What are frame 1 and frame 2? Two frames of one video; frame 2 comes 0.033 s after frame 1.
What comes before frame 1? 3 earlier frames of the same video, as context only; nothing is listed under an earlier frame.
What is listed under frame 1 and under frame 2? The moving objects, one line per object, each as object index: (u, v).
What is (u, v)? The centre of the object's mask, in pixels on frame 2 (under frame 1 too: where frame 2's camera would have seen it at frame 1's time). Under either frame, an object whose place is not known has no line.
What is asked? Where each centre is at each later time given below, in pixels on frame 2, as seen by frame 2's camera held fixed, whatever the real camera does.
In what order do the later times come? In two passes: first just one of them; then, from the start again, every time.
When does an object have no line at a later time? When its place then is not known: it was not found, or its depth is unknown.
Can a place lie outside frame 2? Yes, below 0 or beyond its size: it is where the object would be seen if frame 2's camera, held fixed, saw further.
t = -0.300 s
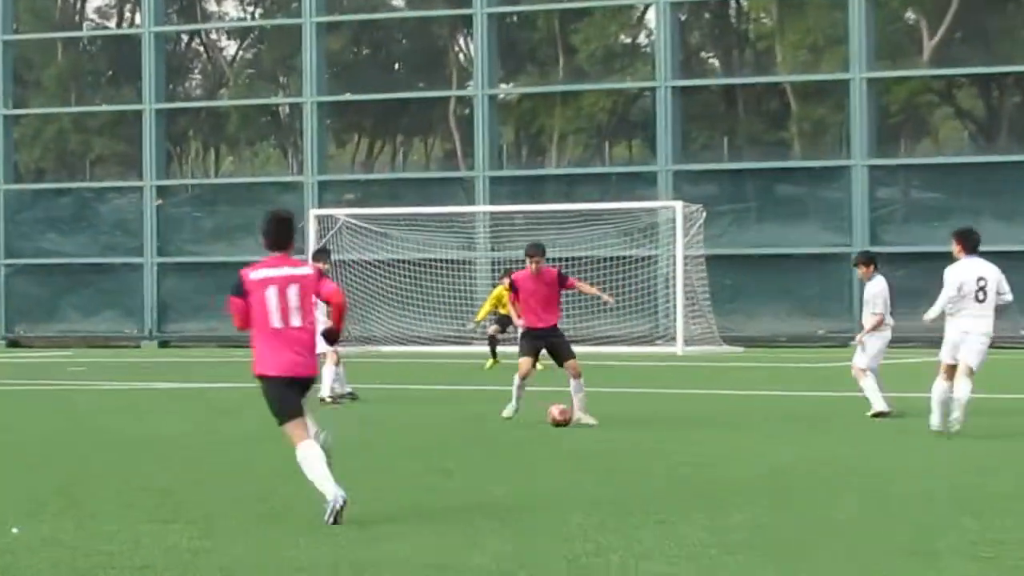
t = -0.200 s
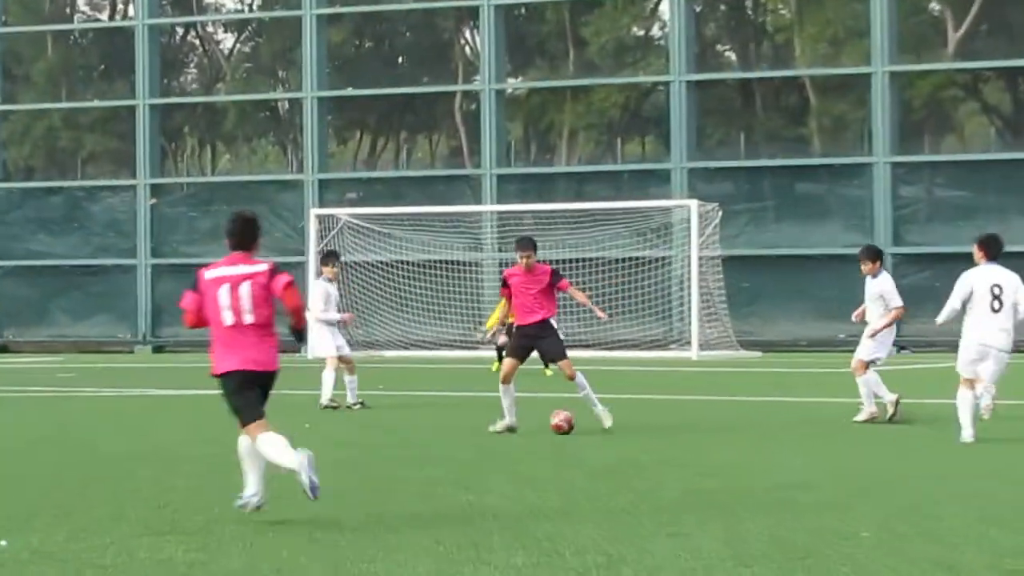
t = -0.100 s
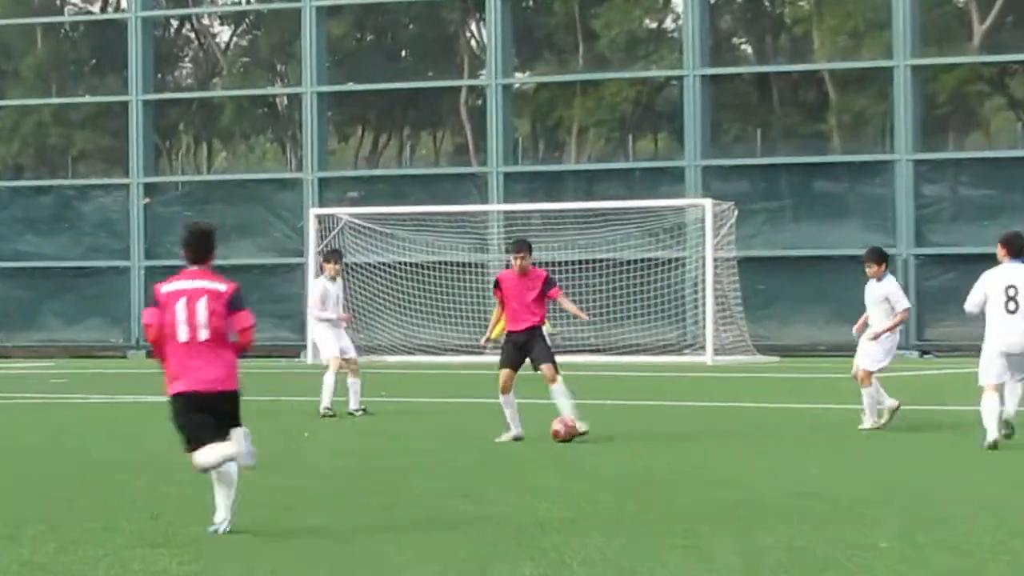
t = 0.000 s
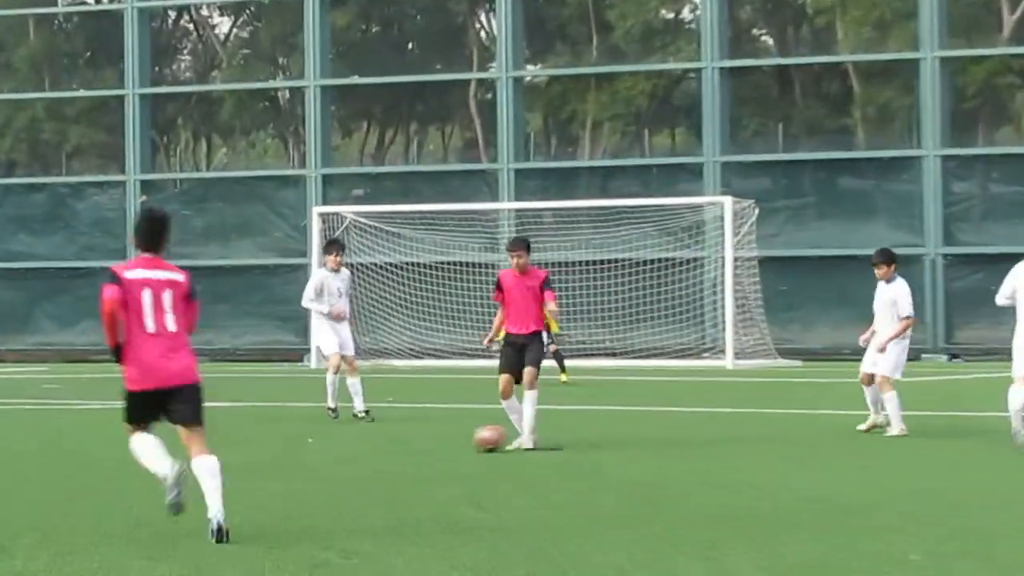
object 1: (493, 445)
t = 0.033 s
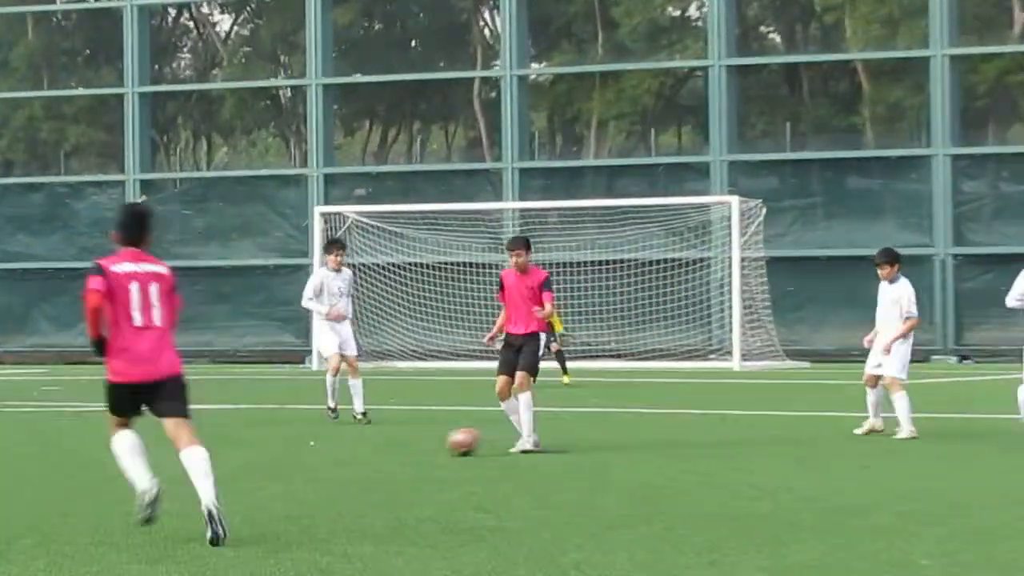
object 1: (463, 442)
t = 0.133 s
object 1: (377, 439)
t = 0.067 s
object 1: (432, 444)
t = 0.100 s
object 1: (404, 441)
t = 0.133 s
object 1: (377, 439)
